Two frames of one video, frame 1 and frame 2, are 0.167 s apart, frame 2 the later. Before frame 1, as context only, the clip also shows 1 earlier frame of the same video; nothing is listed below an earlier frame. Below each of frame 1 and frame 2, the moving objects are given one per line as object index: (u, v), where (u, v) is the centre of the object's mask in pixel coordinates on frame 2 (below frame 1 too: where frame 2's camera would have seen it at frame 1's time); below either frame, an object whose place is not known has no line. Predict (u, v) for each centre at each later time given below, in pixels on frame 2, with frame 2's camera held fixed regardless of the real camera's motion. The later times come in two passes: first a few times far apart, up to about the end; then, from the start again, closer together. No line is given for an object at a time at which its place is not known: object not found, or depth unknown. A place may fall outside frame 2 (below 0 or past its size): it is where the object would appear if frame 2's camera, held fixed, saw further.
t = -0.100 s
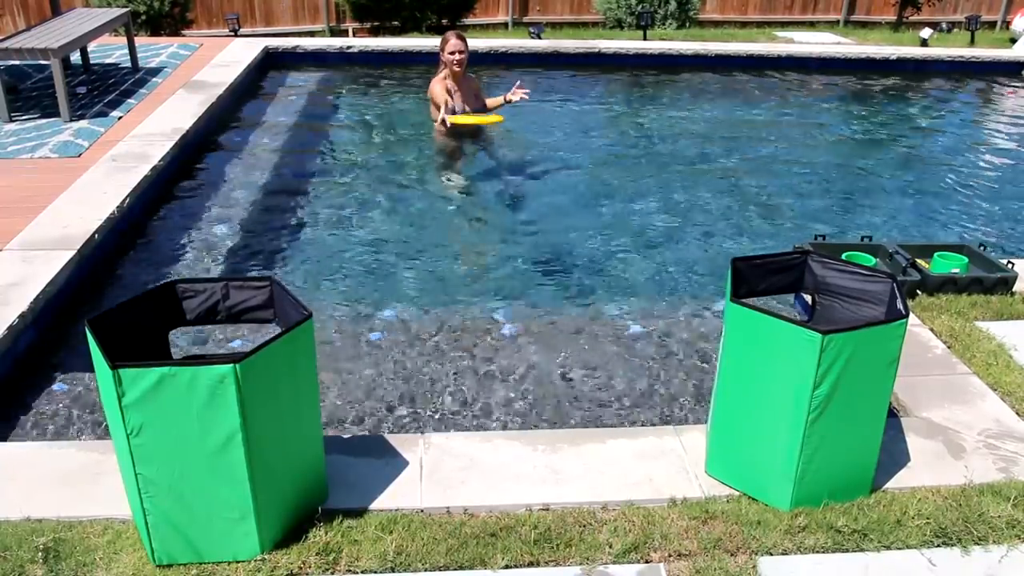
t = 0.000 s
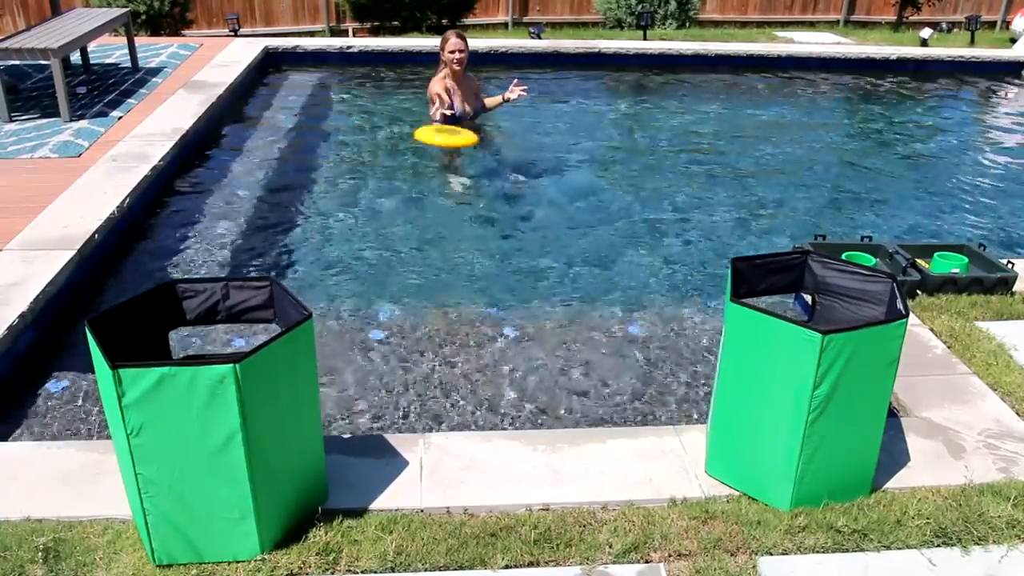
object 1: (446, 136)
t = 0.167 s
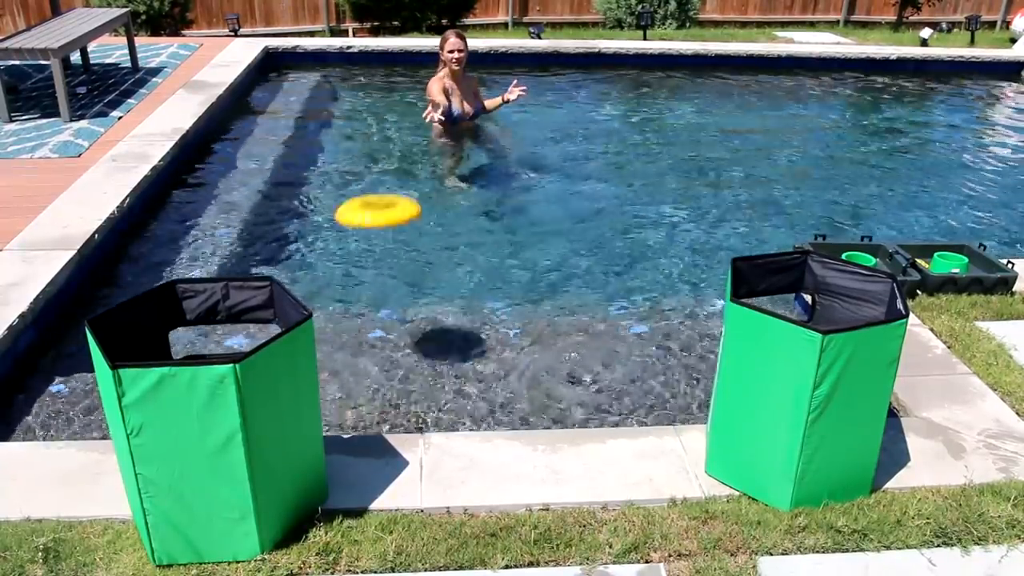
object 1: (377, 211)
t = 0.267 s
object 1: (328, 294)
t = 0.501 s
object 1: (335, 378)
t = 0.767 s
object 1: (432, 385)
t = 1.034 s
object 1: (429, 386)
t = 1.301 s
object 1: (417, 390)
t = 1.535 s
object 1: (415, 390)
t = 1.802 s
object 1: (419, 386)
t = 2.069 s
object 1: (428, 383)
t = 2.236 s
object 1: (431, 384)
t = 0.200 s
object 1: (361, 235)
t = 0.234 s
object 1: (340, 263)
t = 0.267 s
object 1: (328, 294)
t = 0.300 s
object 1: (328, 330)
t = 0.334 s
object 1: (250, 342)
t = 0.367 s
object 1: (256, 334)
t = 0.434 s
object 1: (304, 353)
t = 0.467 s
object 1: (321, 377)
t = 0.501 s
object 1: (335, 378)
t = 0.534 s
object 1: (347, 373)
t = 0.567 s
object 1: (362, 370)
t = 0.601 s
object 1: (377, 371)
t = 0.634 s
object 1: (391, 373)
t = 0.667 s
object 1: (406, 379)
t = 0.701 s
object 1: (418, 381)
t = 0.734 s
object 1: (429, 383)
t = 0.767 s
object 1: (432, 385)
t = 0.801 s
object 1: (432, 386)
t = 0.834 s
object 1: (442, 390)
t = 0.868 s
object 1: (440, 391)
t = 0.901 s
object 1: (436, 390)
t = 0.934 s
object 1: (433, 391)
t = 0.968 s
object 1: (430, 392)
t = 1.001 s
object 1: (431, 388)
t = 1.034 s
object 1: (429, 386)
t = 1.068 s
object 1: (427, 385)
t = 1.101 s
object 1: (422, 390)
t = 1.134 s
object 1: (421, 389)
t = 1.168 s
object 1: (420, 389)
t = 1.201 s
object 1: (419, 389)
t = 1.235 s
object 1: (418, 390)
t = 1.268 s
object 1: (418, 389)
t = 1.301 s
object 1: (417, 390)
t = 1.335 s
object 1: (416, 390)
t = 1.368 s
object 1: (415, 390)
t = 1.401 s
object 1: (414, 390)
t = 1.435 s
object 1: (414, 390)
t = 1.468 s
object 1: (414, 390)
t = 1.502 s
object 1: (415, 390)
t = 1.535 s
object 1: (415, 390)
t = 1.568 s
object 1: (416, 389)
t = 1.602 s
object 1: (416, 389)
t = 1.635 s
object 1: (416, 388)
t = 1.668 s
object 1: (416, 387)
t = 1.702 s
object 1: (416, 387)
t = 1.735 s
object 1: (417, 386)
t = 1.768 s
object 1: (418, 386)
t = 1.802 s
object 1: (419, 386)
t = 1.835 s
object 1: (421, 386)
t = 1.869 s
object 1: (422, 385)
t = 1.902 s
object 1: (423, 384)
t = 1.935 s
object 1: (424, 384)
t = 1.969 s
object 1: (424, 384)
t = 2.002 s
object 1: (426, 384)
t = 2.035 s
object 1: (426, 384)
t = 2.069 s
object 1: (428, 383)
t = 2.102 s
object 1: (429, 383)
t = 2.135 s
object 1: (430, 383)
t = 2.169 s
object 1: (430, 384)
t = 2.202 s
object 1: (430, 384)
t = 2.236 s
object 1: (431, 384)
